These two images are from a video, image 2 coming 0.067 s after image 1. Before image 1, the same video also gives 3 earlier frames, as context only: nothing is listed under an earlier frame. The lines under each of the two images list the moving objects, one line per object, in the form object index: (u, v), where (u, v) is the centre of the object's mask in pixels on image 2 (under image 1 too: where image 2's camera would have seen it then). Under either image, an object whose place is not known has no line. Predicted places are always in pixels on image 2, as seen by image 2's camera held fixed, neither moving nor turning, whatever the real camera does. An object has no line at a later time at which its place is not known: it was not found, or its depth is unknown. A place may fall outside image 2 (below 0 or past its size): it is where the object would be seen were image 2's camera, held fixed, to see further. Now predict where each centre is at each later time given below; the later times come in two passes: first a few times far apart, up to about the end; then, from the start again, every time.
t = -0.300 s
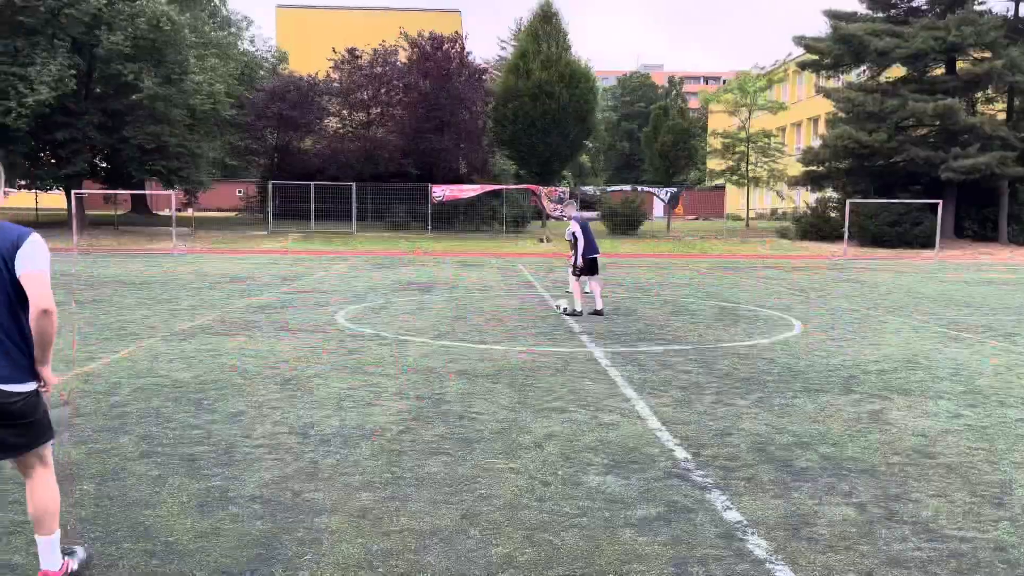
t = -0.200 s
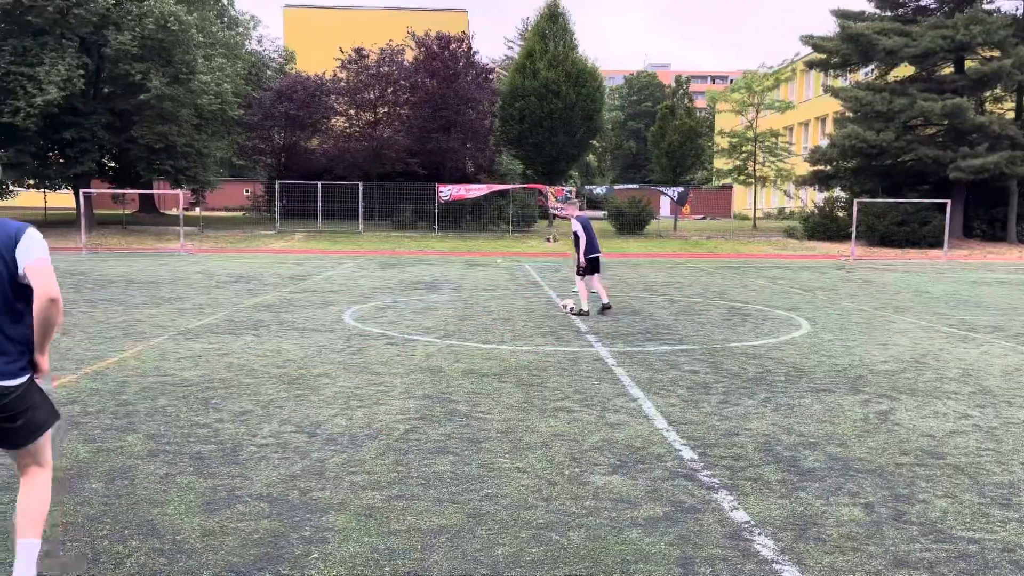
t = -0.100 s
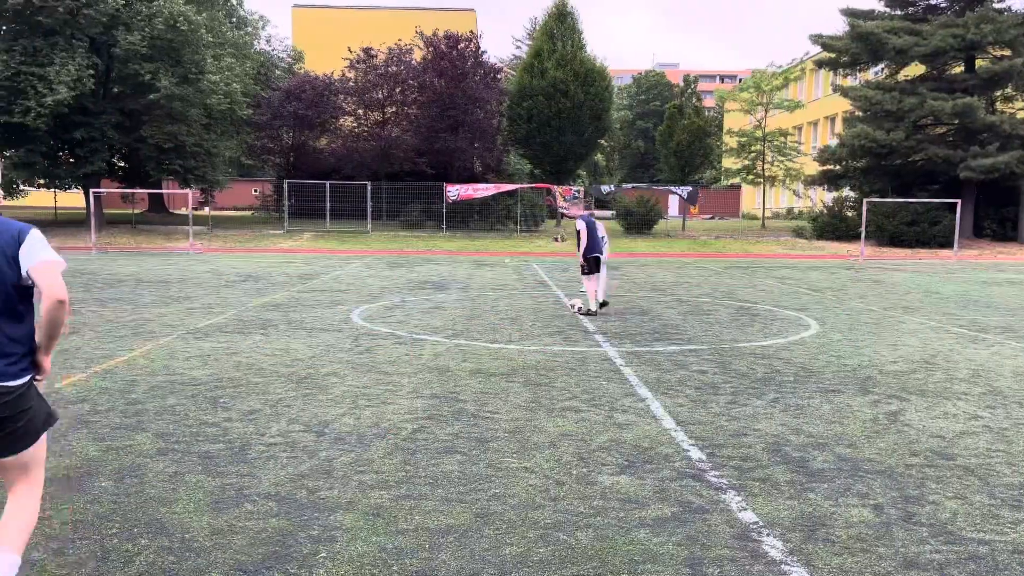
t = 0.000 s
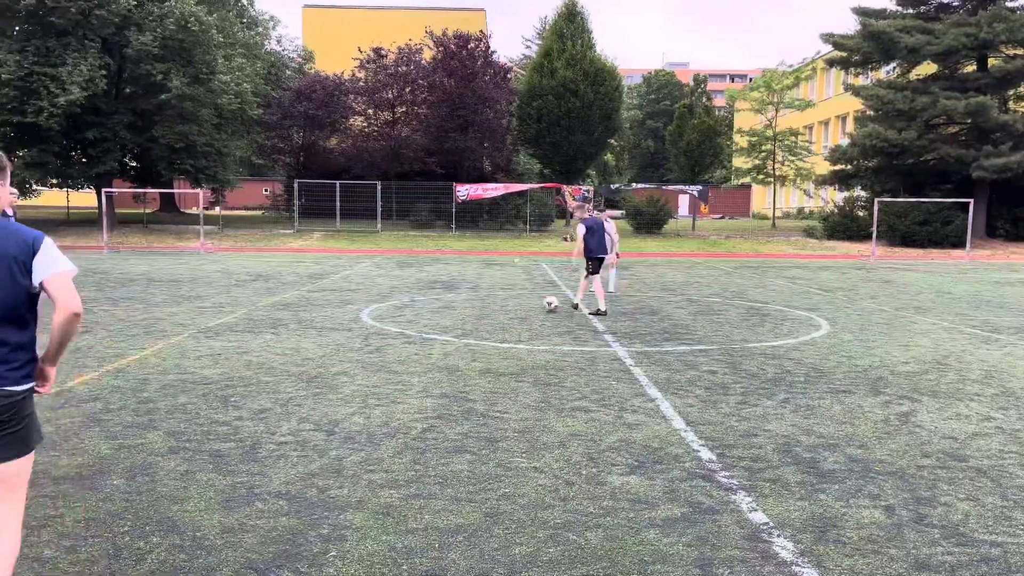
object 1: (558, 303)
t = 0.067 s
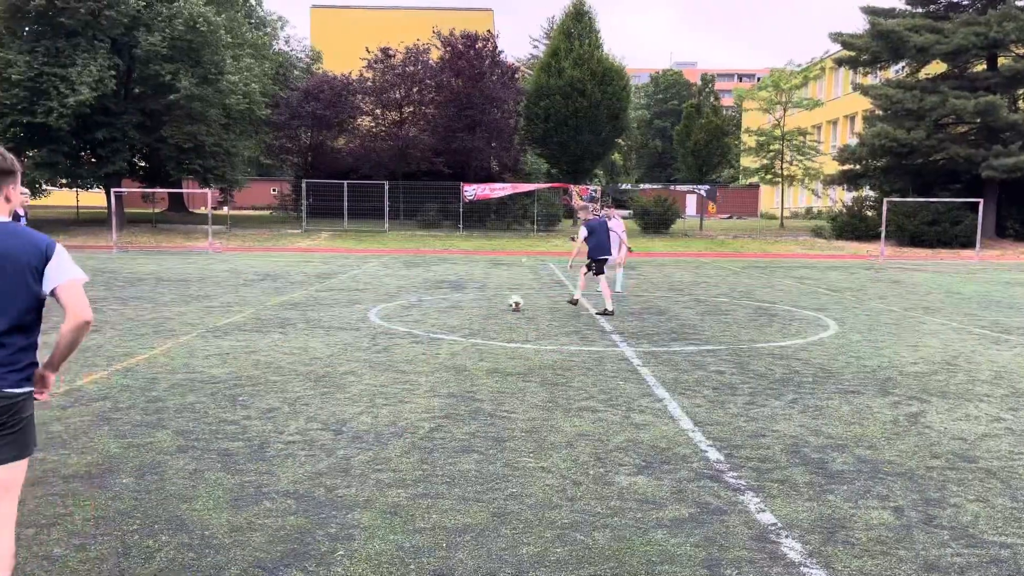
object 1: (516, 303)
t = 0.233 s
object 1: (423, 300)
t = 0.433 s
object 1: (331, 296)
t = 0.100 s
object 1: (495, 303)
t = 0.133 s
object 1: (476, 303)
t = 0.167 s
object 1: (460, 300)
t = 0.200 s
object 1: (440, 300)
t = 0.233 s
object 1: (423, 300)
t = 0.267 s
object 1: (406, 300)
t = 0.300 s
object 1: (388, 300)
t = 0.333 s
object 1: (374, 300)
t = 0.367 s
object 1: (358, 298)
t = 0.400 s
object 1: (345, 298)
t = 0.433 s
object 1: (331, 296)
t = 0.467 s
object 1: (316, 296)
